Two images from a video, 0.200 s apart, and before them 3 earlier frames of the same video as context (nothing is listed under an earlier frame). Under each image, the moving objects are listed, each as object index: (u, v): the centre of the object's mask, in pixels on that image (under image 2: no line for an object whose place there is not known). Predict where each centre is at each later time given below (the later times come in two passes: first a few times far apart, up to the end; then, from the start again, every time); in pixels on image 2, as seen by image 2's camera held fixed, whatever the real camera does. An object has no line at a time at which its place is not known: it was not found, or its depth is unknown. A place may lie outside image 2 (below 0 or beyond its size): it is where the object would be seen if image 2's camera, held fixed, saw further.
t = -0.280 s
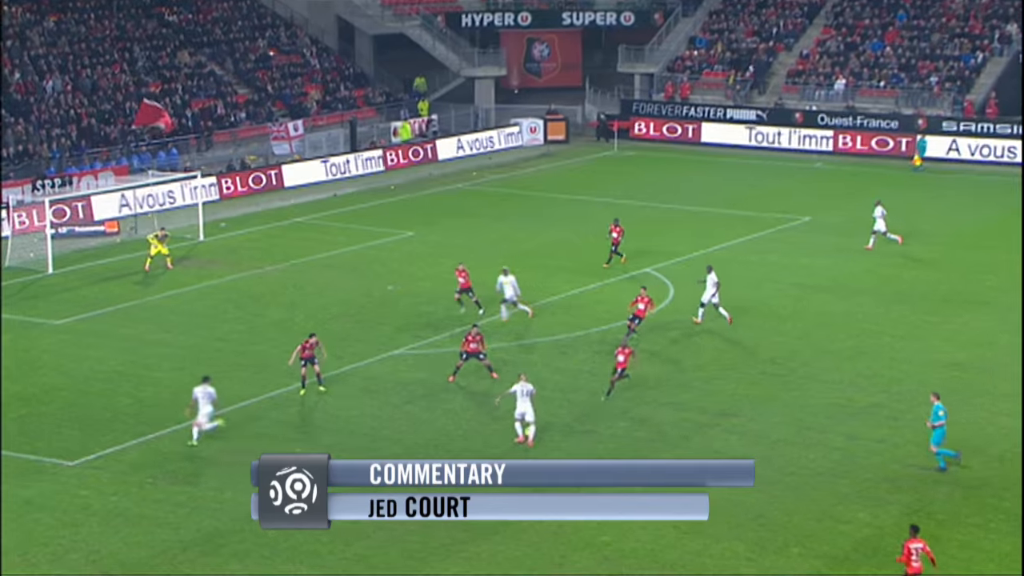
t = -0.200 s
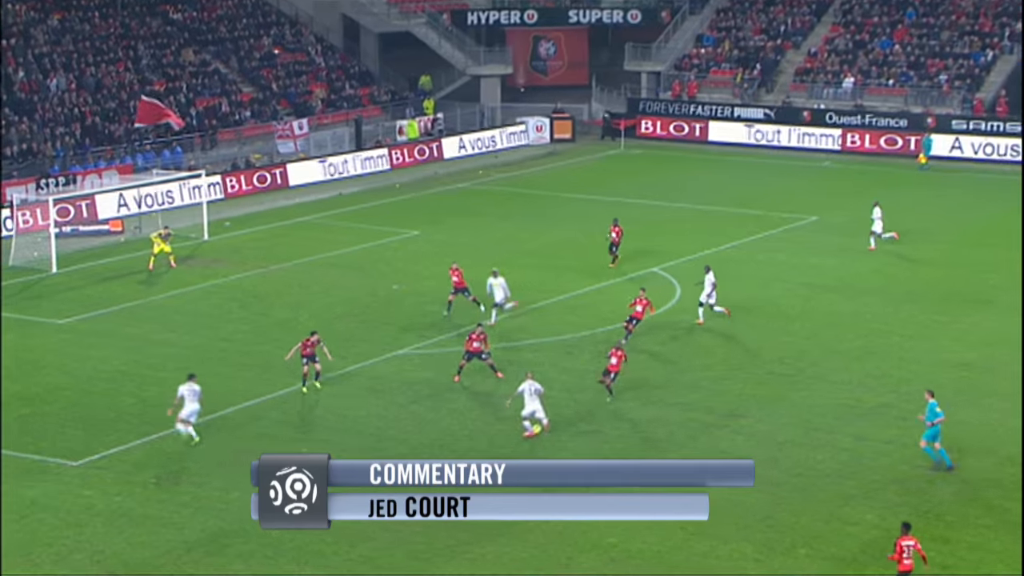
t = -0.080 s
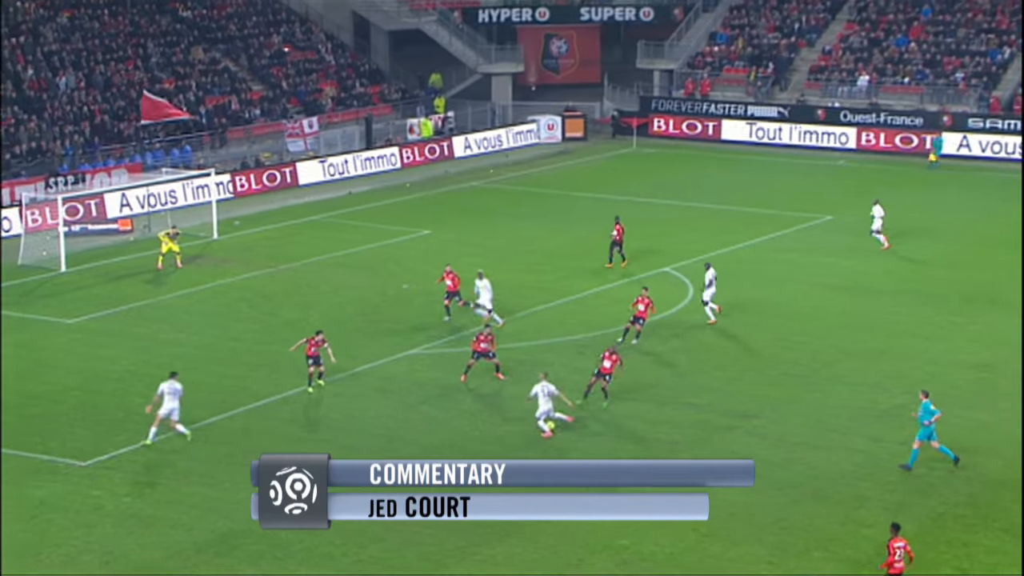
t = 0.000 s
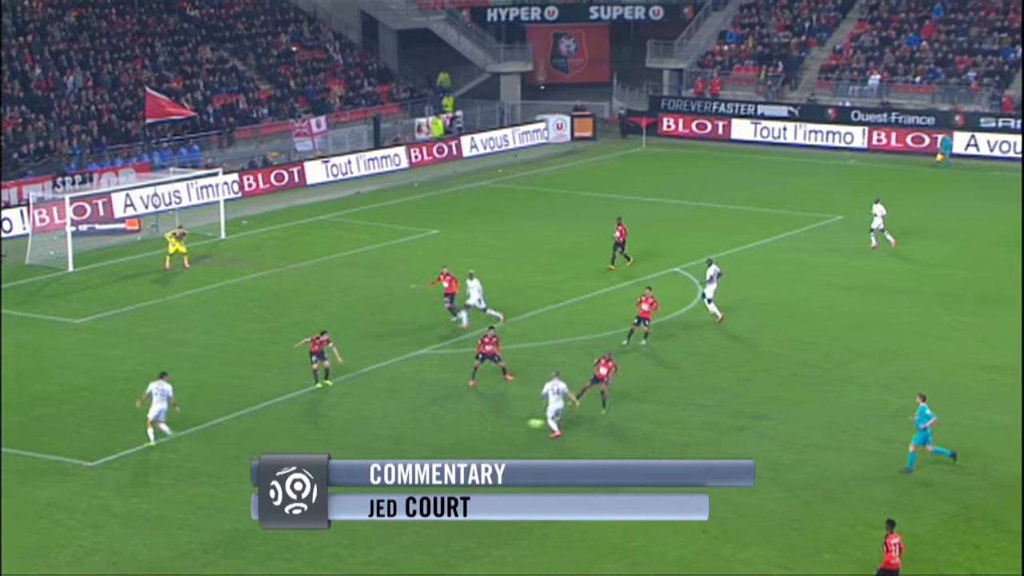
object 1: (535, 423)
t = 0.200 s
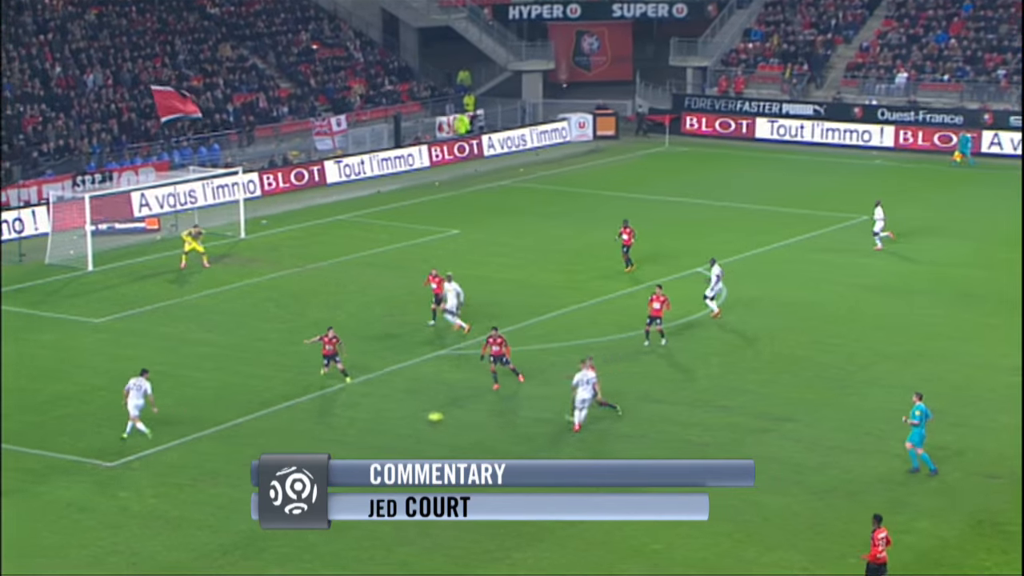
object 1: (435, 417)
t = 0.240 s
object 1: (413, 415)
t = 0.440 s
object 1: (306, 409)
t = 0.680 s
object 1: (191, 406)
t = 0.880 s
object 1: (108, 403)
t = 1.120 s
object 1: (20, 401)
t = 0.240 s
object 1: (413, 415)
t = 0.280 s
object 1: (390, 414)
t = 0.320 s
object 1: (368, 413)
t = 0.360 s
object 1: (346, 412)
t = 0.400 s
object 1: (326, 410)
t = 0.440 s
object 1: (306, 409)
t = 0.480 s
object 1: (285, 408)
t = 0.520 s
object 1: (266, 409)
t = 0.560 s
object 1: (247, 407)
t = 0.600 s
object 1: (228, 406)
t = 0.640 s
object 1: (209, 406)
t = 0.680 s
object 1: (191, 406)
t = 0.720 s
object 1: (174, 405)
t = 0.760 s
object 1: (157, 405)
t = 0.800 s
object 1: (140, 404)
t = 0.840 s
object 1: (124, 403)
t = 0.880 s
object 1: (108, 403)
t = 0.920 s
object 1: (92, 403)
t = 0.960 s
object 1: (77, 402)
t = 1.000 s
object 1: (62, 402)
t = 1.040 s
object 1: (48, 401)
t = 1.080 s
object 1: (34, 401)
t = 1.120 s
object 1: (20, 401)
